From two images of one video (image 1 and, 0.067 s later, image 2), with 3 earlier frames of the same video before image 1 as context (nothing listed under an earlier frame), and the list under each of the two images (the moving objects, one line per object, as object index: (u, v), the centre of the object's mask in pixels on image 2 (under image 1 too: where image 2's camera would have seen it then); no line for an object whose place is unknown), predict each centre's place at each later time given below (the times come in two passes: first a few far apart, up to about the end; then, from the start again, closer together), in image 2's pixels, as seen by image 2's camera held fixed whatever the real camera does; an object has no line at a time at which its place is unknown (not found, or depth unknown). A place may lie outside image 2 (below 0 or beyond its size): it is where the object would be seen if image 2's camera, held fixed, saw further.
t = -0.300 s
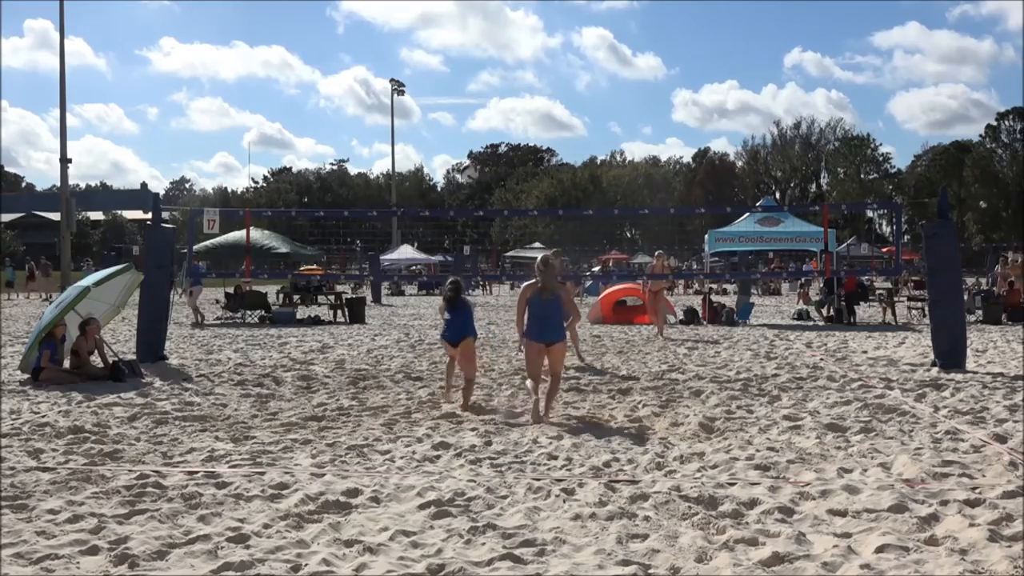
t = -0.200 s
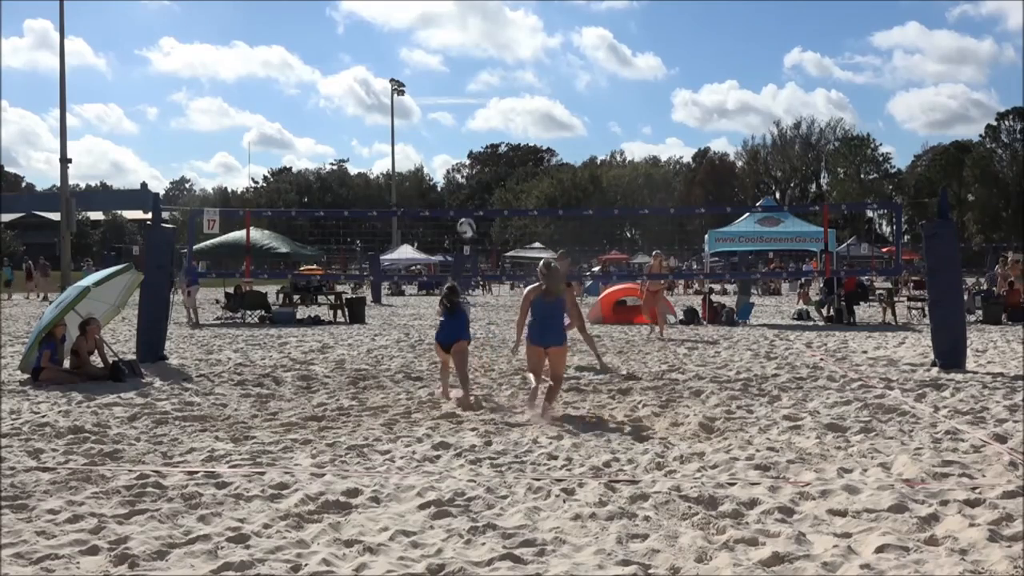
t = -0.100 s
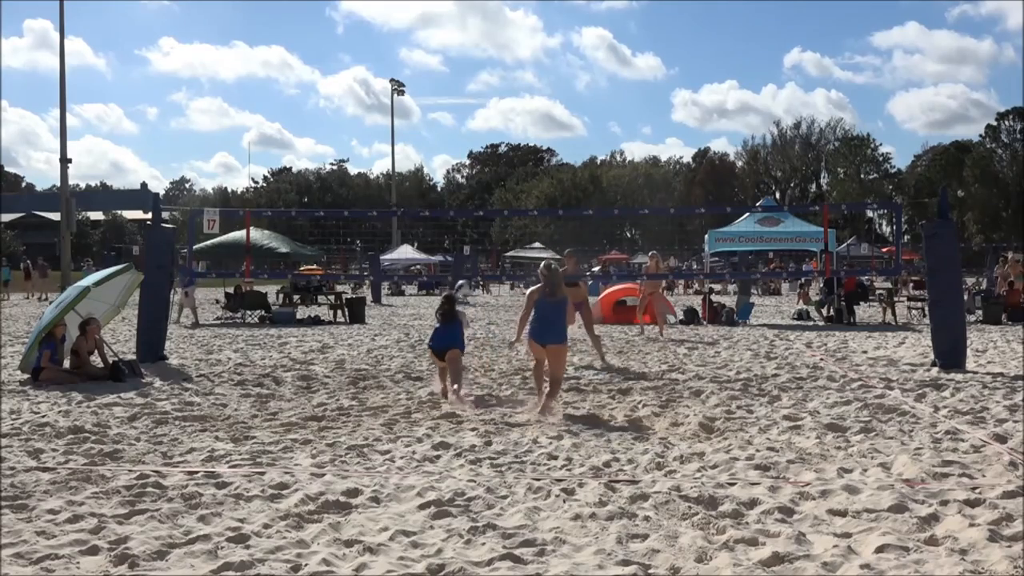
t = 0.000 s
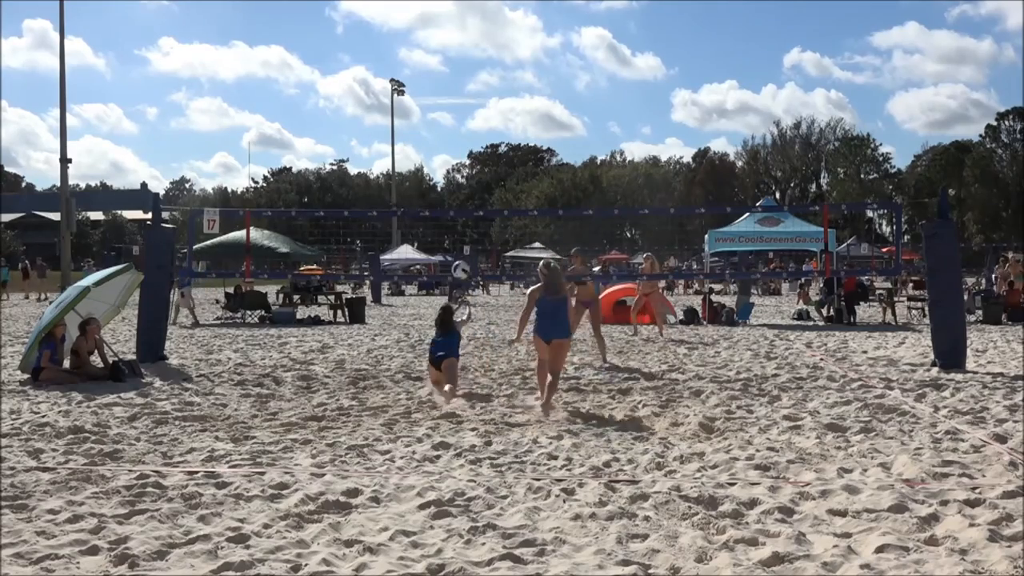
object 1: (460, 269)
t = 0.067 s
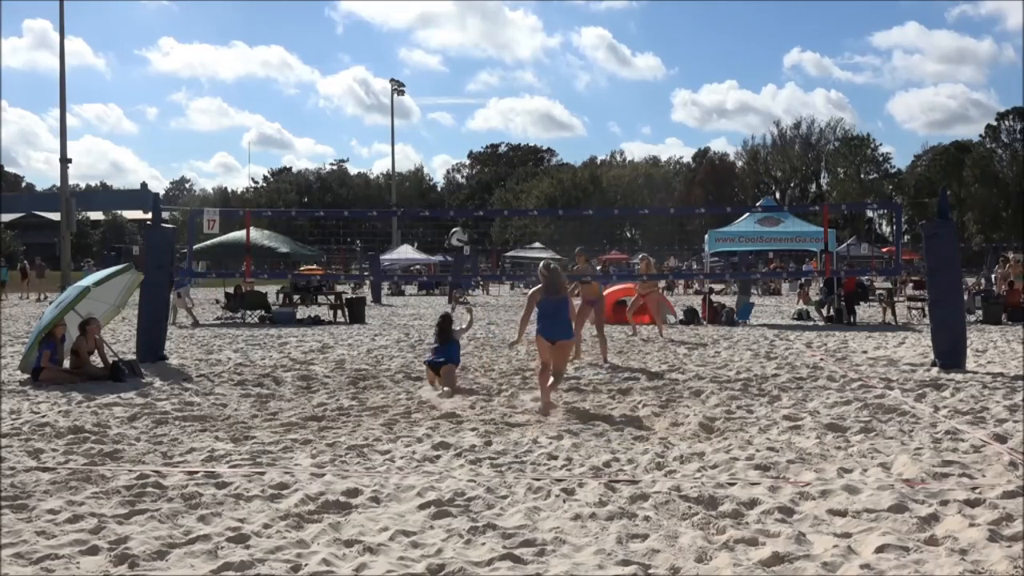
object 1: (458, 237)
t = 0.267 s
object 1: (451, 156)
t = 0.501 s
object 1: (441, 102)
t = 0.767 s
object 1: (431, 97)
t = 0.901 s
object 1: (425, 120)
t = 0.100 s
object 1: (457, 221)
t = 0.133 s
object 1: (455, 207)
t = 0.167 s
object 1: (454, 193)
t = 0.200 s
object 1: (453, 180)
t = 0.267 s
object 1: (451, 156)
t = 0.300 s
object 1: (450, 146)
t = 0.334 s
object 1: (448, 137)
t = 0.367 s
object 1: (447, 128)
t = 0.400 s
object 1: (446, 120)
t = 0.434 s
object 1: (444, 113)
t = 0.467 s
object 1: (443, 107)
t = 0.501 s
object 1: (441, 102)
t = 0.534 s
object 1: (440, 98)
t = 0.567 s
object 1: (439, 95)
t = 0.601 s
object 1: (438, 93)
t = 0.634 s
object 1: (436, 92)
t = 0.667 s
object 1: (435, 91)
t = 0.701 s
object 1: (434, 93)
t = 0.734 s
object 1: (432, 94)
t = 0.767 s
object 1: (431, 97)
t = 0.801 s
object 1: (429, 101)
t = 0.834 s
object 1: (428, 106)
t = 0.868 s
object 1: (427, 113)
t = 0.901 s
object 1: (425, 120)
